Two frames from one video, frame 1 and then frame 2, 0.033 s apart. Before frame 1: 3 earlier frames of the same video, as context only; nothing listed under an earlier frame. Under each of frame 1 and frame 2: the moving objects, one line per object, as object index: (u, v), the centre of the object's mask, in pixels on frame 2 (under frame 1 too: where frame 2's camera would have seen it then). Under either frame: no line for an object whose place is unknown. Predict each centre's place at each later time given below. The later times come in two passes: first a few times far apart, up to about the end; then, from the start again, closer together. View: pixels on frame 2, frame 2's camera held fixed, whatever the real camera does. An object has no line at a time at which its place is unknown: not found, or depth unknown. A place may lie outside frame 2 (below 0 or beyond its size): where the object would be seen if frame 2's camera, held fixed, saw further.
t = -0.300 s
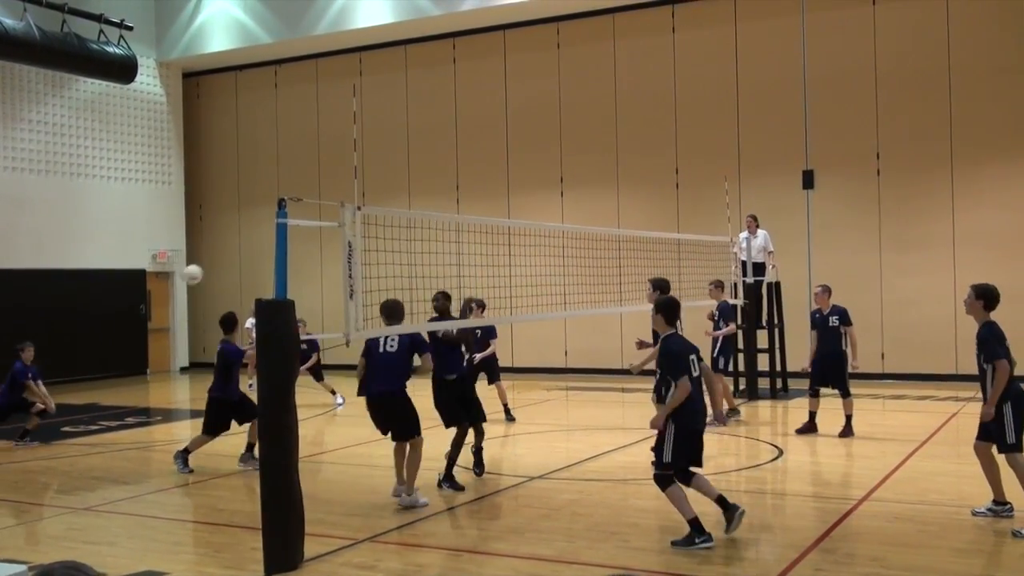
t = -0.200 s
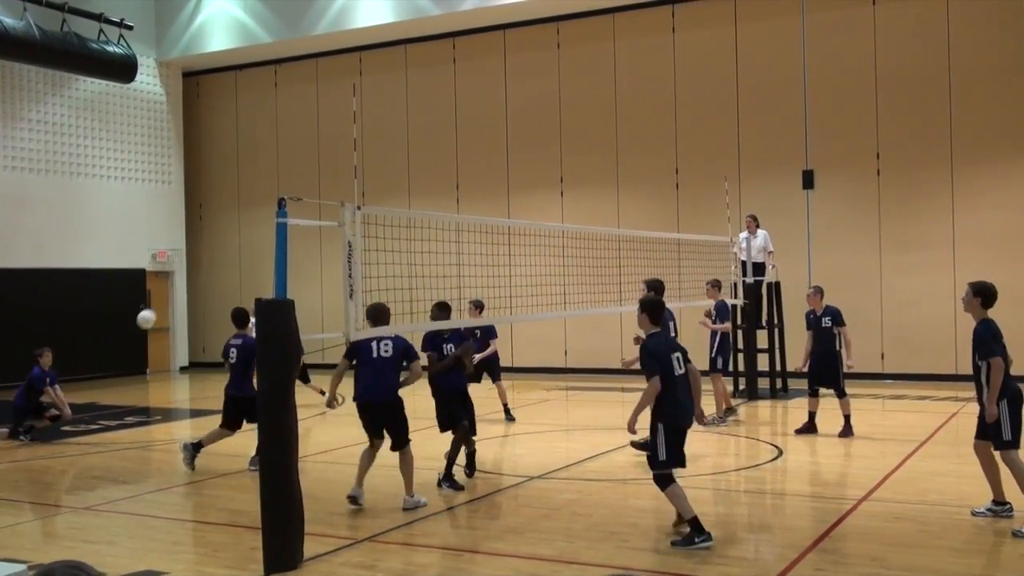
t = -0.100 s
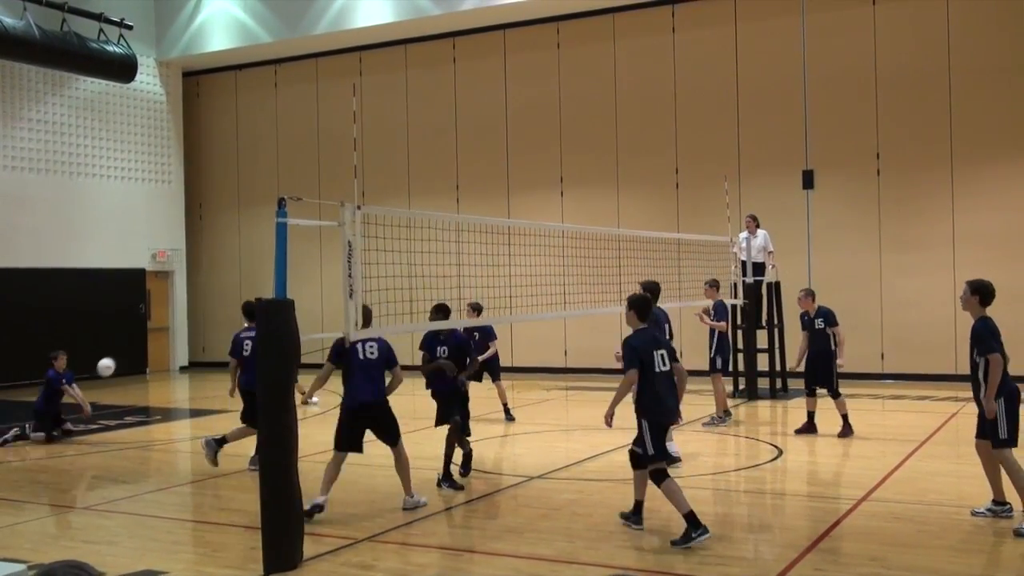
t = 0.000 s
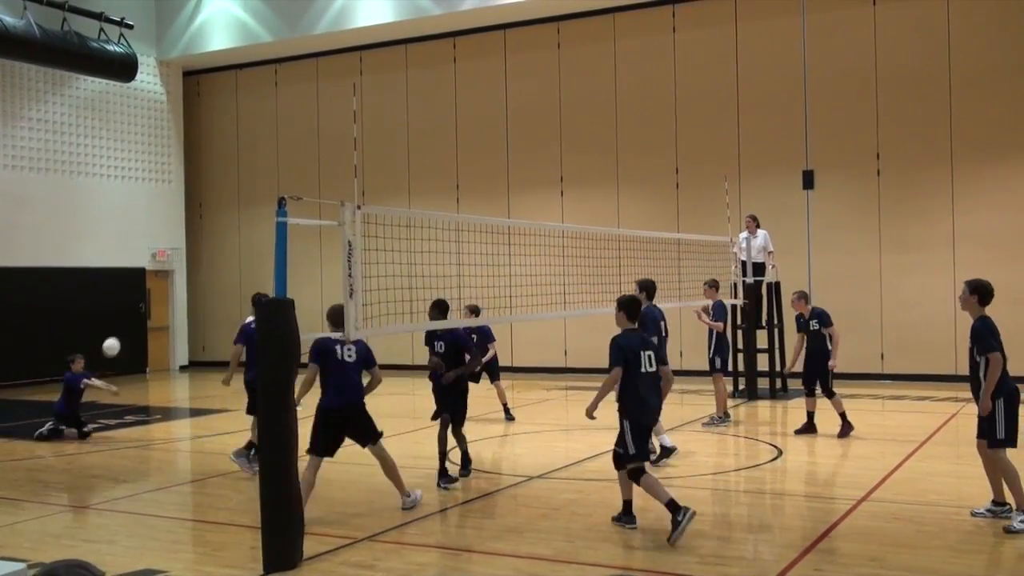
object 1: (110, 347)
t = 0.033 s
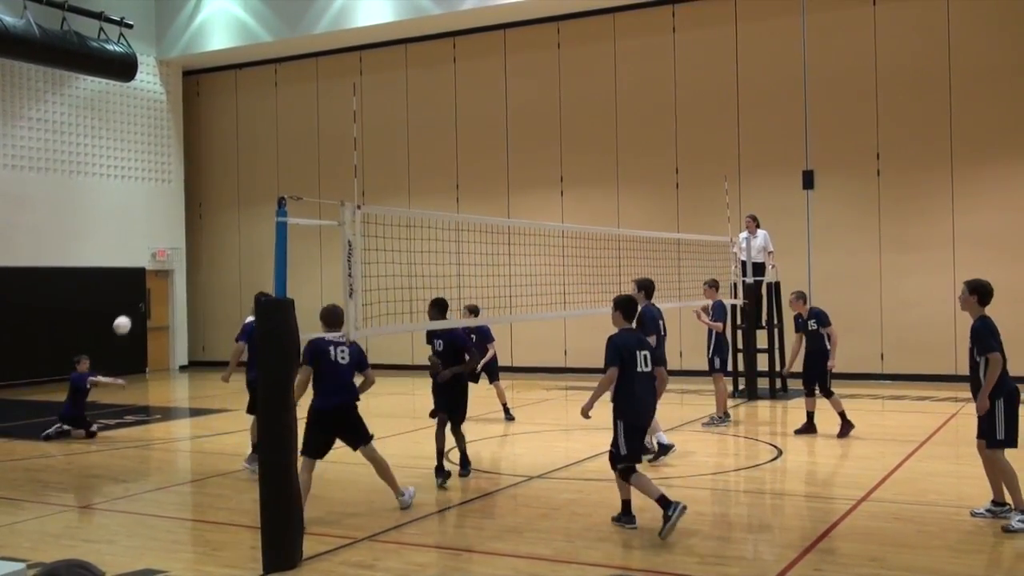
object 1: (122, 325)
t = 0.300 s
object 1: (208, 186)
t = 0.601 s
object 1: (299, 98)
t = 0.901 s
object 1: (383, 78)
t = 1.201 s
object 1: (463, 120)
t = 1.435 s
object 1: (524, 193)
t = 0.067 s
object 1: (133, 304)
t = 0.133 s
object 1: (155, 266)
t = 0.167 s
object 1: (166, 247)
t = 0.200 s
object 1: (177, 229)
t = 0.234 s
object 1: (188, 214)
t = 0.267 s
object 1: (198, 200)
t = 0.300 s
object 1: (208, 186)
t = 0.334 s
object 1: (219, 172)
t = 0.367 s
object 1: (229, 160)
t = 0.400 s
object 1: (240, 148)
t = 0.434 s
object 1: (250, 138)
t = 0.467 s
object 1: (260, 128)
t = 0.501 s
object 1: (270, 119)
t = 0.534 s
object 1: (279, 111)
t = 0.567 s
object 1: (289, 104)
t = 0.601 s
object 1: (299, 98)
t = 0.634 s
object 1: (308, 92)
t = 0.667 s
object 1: (318, 88)
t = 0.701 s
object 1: (327, 84)
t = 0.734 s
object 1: (336, 81)
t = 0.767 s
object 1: (346, 78)
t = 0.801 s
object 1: (355, 77)
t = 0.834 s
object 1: (365, 76)
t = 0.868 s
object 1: (374, 77)
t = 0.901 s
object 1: (383, 78)
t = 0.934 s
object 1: (392, 79)
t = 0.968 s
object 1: (401, 81)
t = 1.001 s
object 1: (410, 85)
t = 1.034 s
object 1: (419, 89)
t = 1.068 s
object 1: (428, 93)
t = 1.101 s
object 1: (437, 99)
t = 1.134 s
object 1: (446, 105)
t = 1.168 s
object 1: (455, 112)
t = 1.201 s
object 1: (463, 120)
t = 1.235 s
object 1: (472, 128)
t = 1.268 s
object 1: (481, 137)
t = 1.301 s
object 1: (490, 147)
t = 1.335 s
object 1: (499, 157)
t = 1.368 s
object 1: (507, 169)
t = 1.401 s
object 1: (516, 180)
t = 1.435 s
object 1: (524, 193)
